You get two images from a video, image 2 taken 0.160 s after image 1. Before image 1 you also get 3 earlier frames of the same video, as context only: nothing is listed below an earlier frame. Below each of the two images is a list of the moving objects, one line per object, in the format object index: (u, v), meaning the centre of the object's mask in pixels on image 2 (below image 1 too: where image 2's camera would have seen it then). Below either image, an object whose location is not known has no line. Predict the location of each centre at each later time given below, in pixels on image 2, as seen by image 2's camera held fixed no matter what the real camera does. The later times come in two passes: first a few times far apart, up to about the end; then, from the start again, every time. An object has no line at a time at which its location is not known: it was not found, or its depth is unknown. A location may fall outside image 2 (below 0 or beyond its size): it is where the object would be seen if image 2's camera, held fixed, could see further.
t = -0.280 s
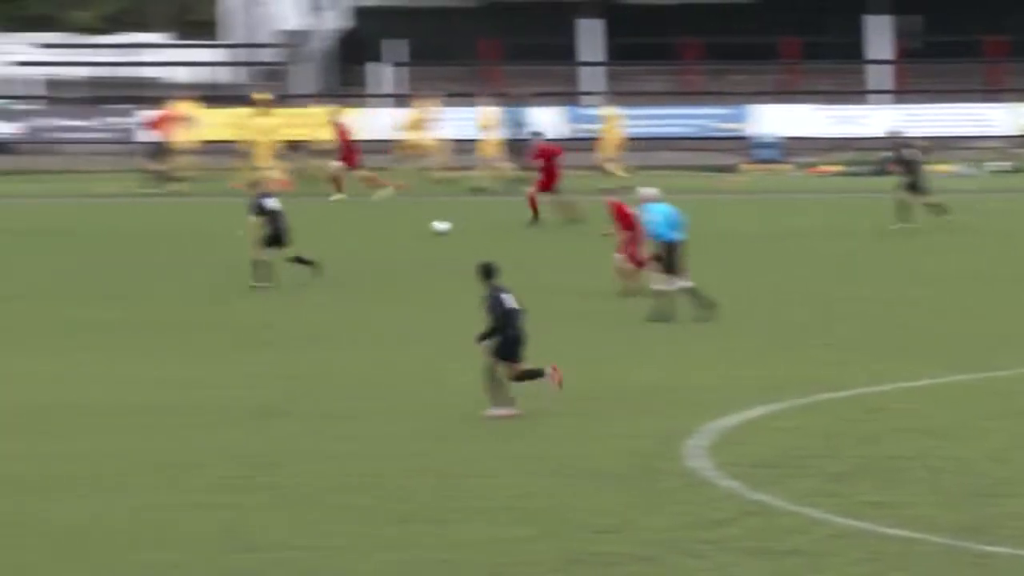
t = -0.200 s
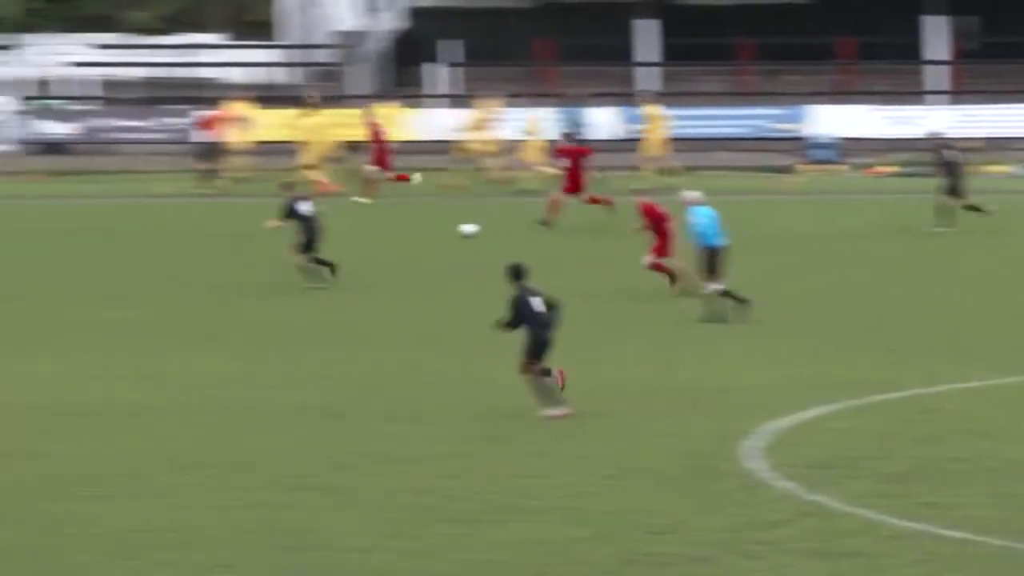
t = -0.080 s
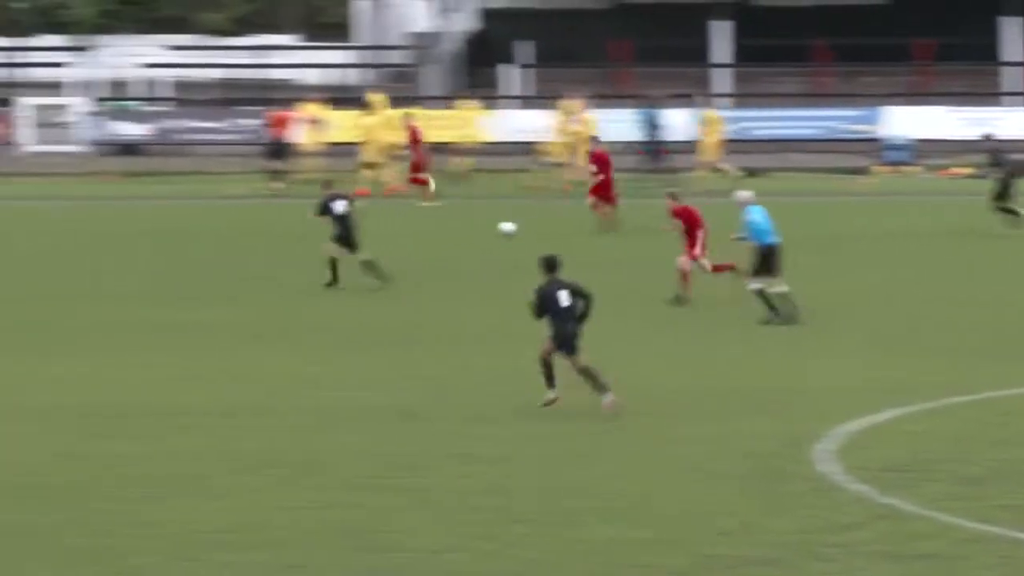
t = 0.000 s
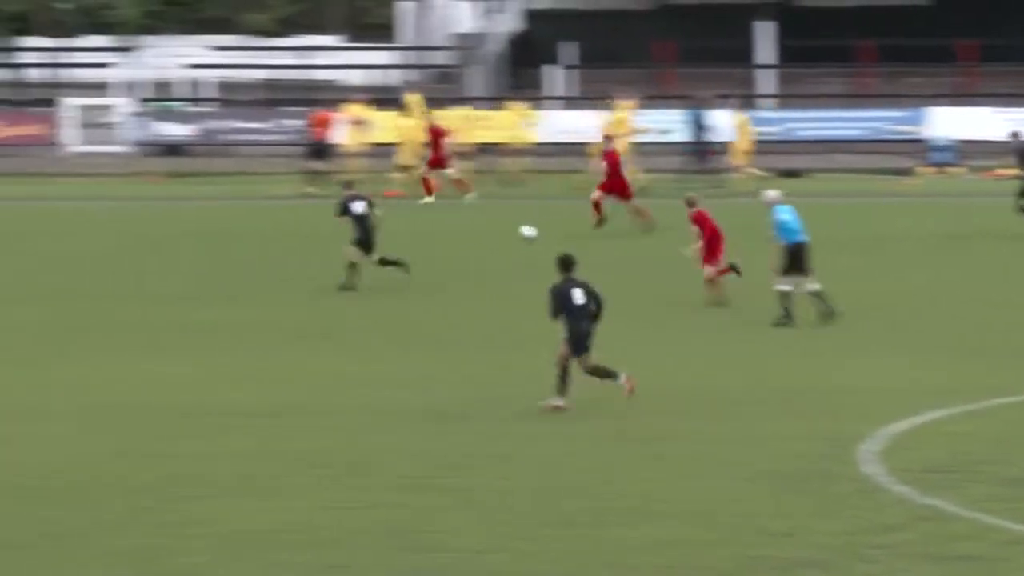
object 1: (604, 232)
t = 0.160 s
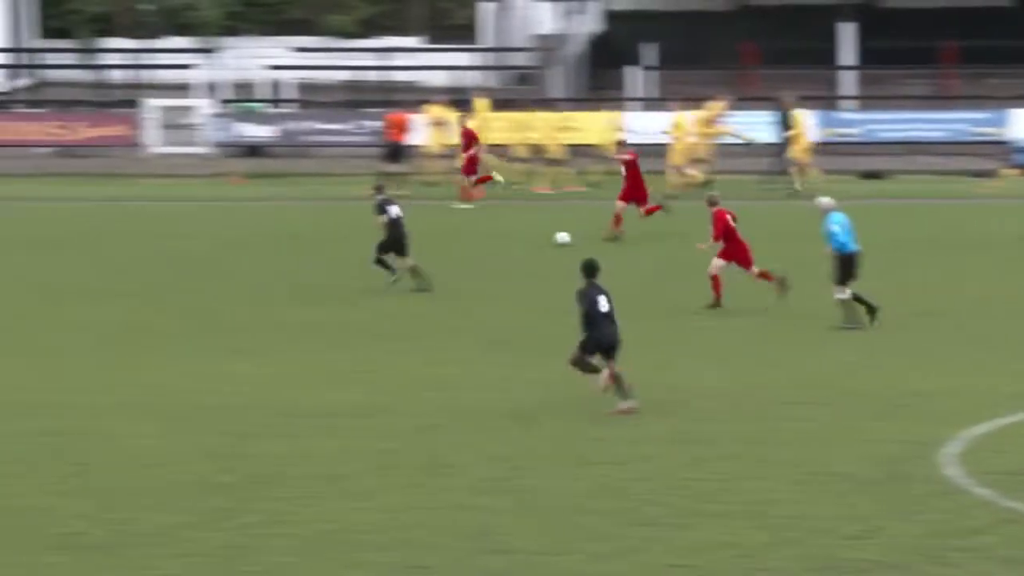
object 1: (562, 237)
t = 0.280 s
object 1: (528, 239)
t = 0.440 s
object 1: (487, 240)
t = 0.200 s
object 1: (551, 239)
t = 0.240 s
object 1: (539, 240)
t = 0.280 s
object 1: (528, 239)
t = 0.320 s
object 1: (518, 238)
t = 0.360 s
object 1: (507, 239)
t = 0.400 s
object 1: (498, 241)
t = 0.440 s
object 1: (487, 240)
